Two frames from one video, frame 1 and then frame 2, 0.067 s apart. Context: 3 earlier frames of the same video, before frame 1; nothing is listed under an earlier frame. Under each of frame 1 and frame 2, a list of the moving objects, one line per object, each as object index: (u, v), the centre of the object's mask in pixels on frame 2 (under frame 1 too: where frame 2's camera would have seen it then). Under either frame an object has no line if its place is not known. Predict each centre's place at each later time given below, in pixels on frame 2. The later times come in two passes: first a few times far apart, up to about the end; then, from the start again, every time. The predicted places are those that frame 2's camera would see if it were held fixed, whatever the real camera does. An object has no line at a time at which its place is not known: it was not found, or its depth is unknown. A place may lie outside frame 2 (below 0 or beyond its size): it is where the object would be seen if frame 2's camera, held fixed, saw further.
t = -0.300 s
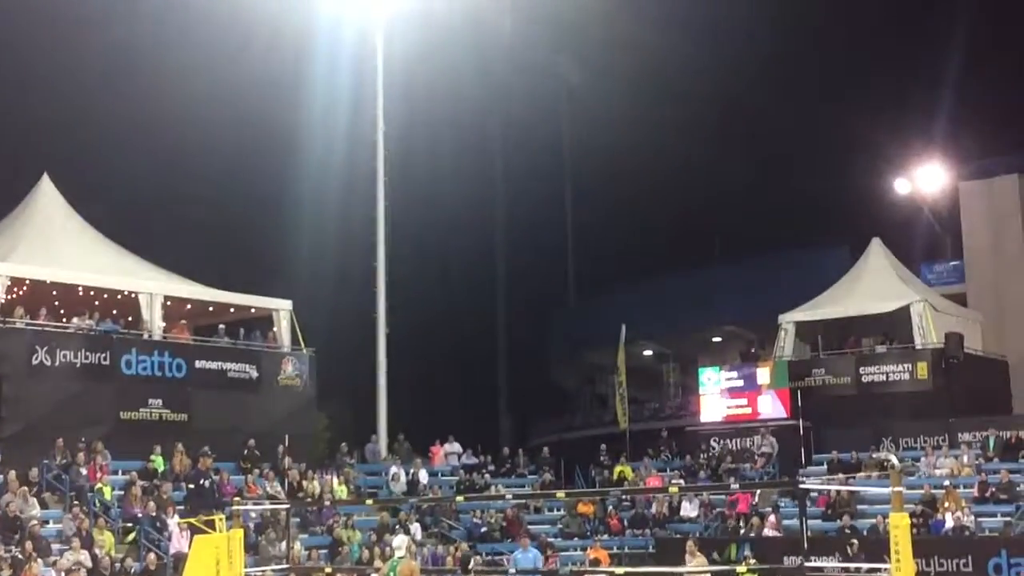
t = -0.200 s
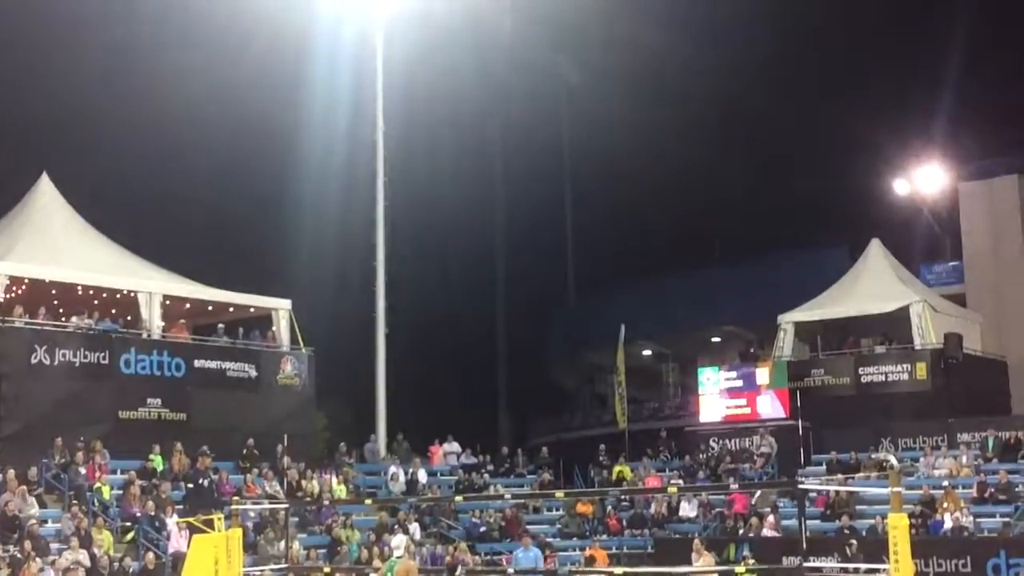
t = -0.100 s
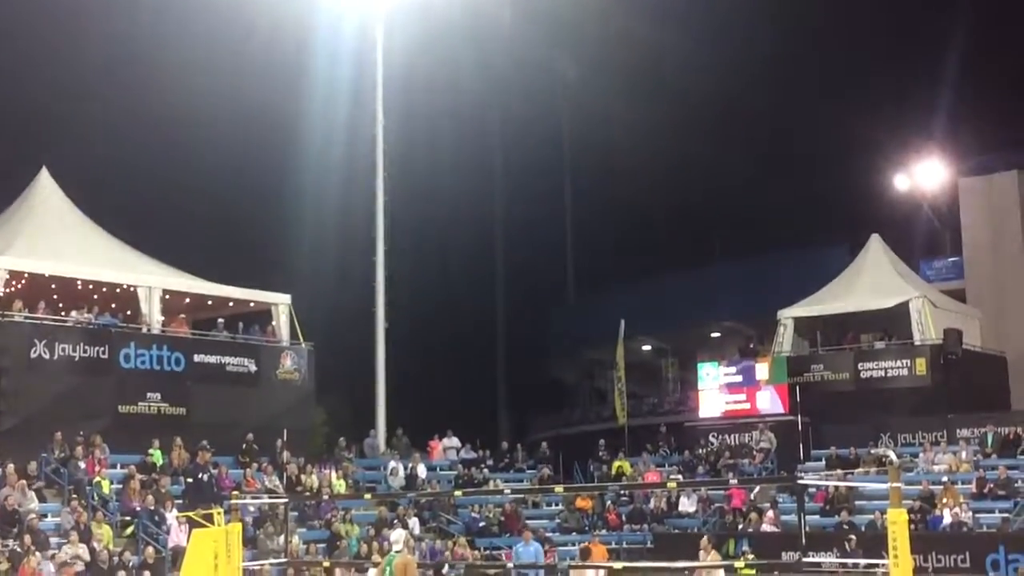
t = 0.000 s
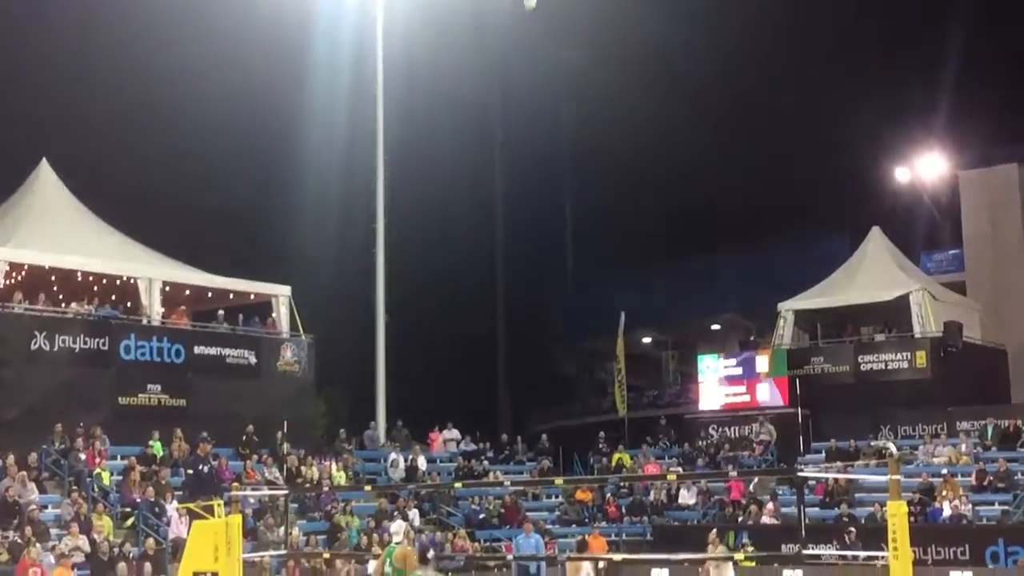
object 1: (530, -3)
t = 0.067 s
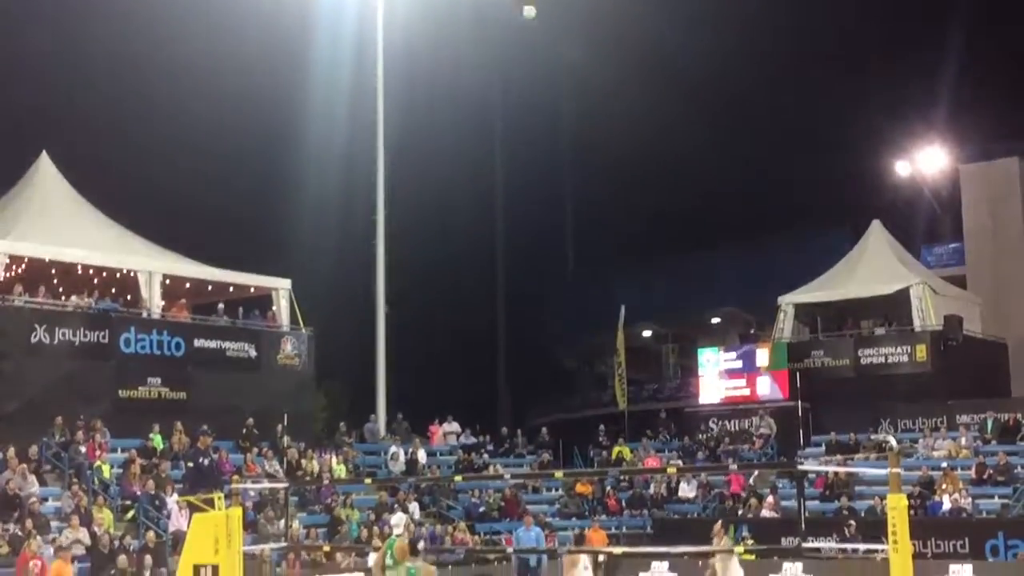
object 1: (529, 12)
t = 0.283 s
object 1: (526, 85)
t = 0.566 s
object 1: (519, 216)
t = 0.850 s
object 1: (507, 387)
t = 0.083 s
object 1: (529, 17)
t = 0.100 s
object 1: (529, 21)
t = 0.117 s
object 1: (528, 26)
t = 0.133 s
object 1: (528, 31)
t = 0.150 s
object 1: (528, 36)
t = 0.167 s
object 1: (528, 42)
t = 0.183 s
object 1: (527, 48)
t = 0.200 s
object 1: (527, 54)
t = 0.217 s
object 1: (527, 59)
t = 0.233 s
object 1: (527, 65)
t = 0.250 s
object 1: (527, 71)
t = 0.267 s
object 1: (526, 78)
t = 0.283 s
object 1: (526, 85)
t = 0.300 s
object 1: (526, 91)
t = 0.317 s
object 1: (526, 98)
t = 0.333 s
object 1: (525, 105)
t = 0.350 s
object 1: (525, 112)
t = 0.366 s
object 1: (525, 119)
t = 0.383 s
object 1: (525, 127)
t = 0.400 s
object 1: (524, 133)
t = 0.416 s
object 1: (523, 141)
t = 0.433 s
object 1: (523, 149)
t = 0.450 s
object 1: (523, 157)
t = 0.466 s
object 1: (522, 165)
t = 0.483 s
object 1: (522, 174)
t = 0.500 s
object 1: (522, 181)
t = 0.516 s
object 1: (521, 190)
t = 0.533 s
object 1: (521, 199)
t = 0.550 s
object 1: (520, 208)
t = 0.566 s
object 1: (519, 216)
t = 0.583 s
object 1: (519, 225)
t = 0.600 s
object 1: (518, 234)
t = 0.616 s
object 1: (518, 243)
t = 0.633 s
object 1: (517, 253)
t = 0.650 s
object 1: (516, 262)
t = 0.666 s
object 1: (516, 272)
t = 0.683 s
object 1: (515, 281)
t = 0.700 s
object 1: (514, 291)
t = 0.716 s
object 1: (513, 301)
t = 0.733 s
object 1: (513, 312)
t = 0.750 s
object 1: (512, 322)
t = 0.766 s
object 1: (511, 332)
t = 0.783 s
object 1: (511, 342)
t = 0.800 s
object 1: (510, 353)
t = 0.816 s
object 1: (509, 365)
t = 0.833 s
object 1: (508, 376)
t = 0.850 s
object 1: (507, 387)
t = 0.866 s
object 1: (506, 399)
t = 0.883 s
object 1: (505, 410)
